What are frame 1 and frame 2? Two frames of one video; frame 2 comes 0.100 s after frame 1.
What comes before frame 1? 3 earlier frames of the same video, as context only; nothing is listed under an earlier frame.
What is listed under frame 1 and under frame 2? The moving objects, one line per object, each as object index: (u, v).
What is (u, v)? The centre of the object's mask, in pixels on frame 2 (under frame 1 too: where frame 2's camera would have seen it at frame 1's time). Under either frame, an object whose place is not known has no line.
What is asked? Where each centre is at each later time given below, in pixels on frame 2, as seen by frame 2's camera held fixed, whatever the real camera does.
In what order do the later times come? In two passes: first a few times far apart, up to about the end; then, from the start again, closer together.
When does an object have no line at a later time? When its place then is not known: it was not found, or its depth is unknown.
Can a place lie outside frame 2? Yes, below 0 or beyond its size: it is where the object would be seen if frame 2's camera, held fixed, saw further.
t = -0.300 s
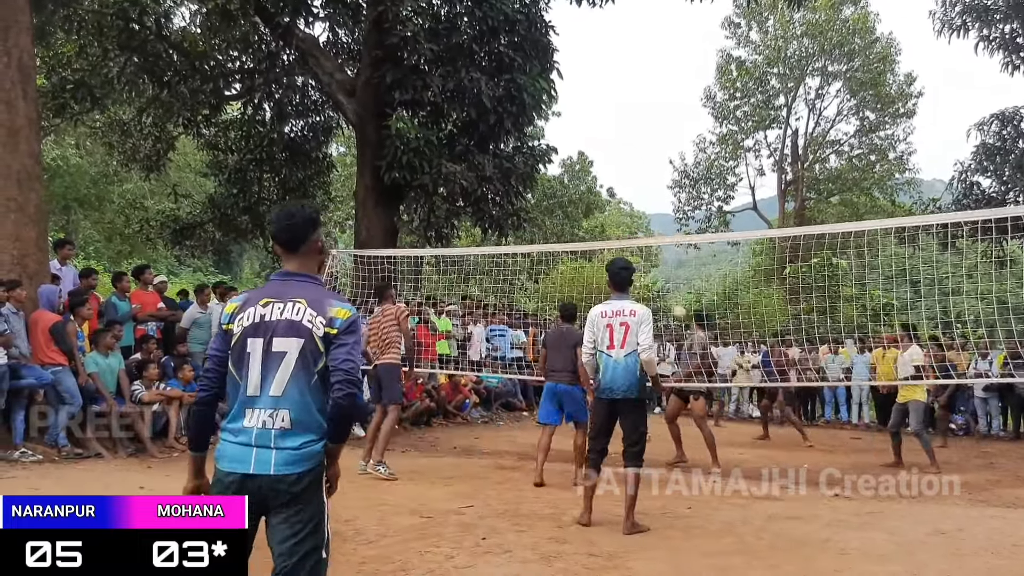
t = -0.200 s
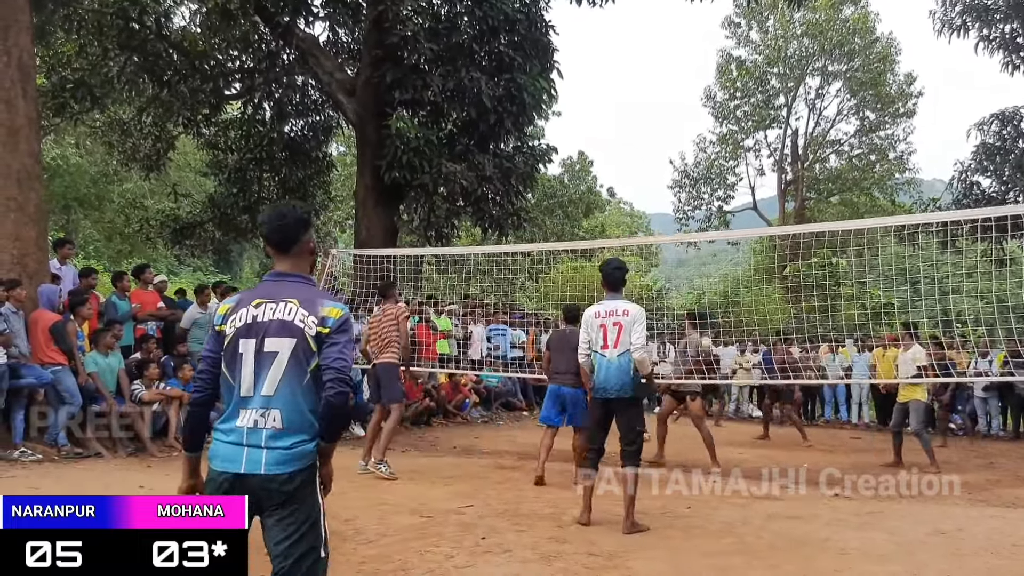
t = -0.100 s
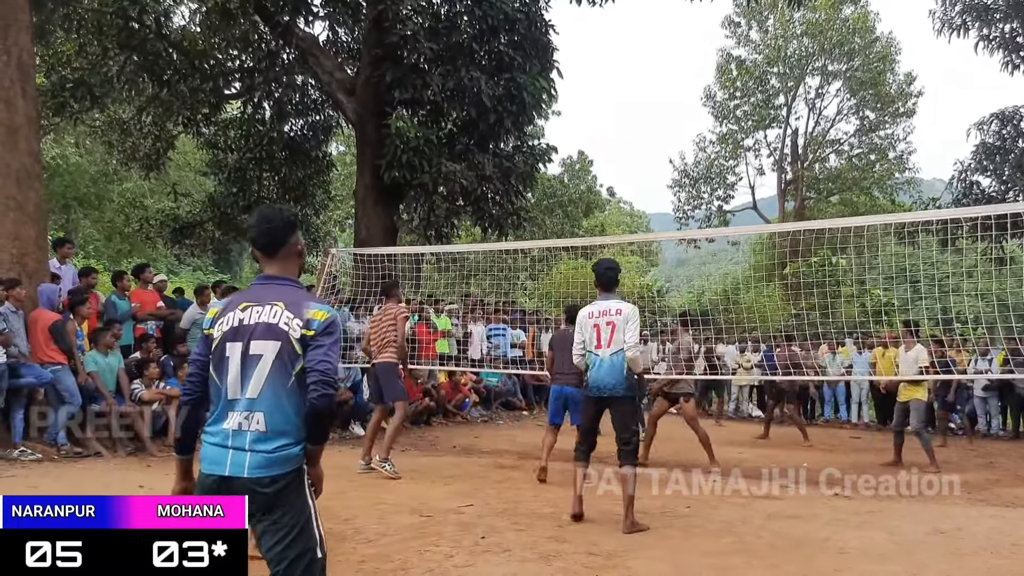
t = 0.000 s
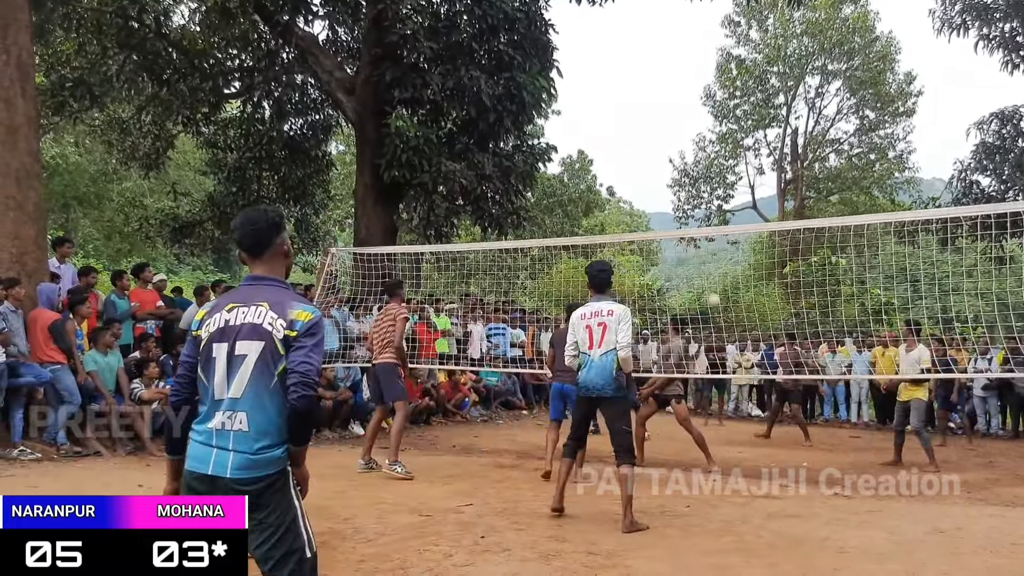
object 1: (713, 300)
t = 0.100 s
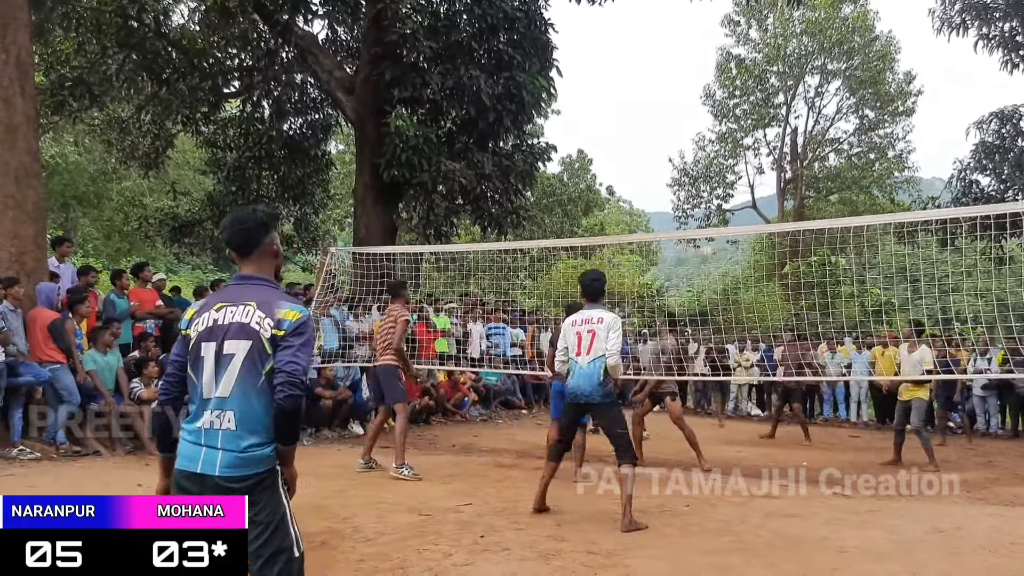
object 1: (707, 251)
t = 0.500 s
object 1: (669, 91)
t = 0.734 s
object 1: (640, 26)
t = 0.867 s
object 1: (620, 7)
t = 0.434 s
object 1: (676, 114)
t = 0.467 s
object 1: (673, 103)
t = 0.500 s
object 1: (669, 91)
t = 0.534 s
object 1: (665, 80)
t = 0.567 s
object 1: (662, 69)
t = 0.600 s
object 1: (657, 60)
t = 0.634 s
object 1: (653, 50)
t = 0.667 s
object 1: (649, 42)
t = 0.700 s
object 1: (645, 34)
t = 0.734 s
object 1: (640, 26)
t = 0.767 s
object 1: (636, 19)
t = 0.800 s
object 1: (631, 13)
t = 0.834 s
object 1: (626, 9)
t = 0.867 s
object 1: (620, 7)
